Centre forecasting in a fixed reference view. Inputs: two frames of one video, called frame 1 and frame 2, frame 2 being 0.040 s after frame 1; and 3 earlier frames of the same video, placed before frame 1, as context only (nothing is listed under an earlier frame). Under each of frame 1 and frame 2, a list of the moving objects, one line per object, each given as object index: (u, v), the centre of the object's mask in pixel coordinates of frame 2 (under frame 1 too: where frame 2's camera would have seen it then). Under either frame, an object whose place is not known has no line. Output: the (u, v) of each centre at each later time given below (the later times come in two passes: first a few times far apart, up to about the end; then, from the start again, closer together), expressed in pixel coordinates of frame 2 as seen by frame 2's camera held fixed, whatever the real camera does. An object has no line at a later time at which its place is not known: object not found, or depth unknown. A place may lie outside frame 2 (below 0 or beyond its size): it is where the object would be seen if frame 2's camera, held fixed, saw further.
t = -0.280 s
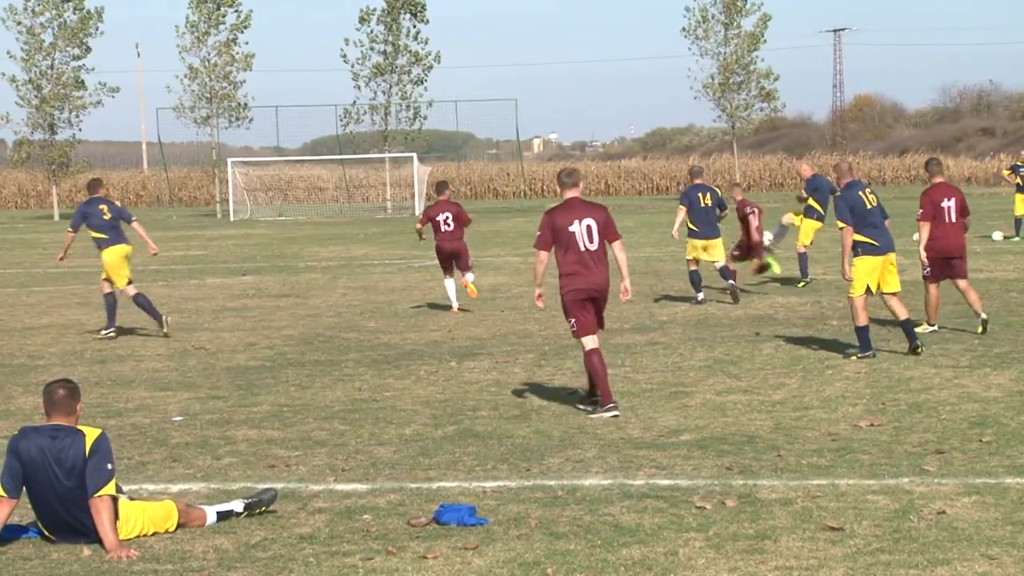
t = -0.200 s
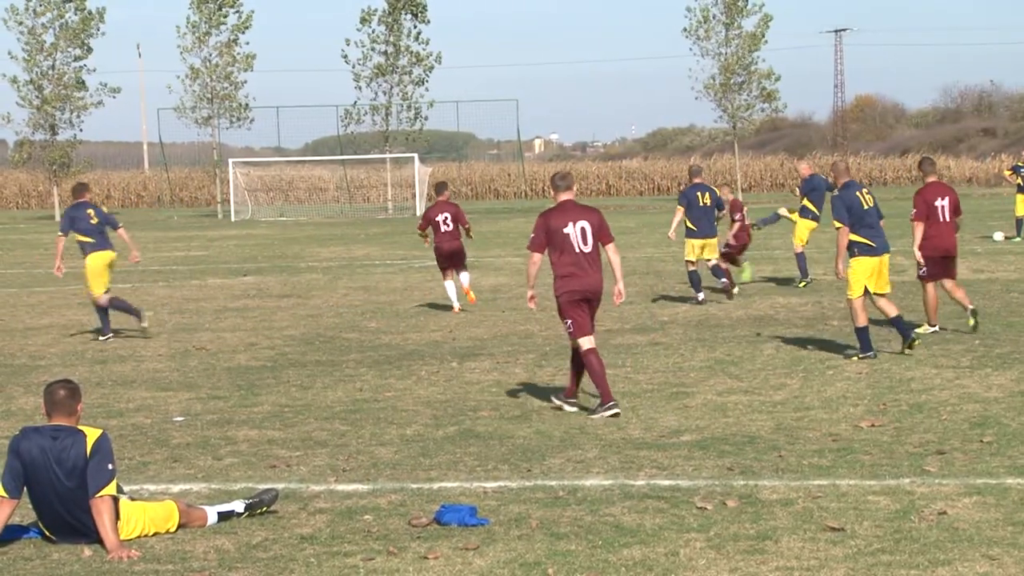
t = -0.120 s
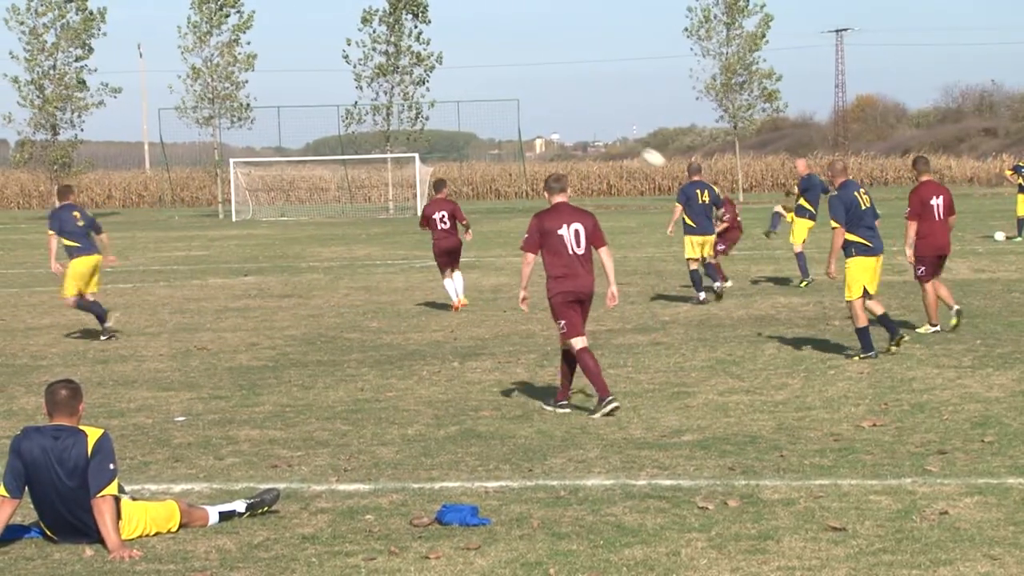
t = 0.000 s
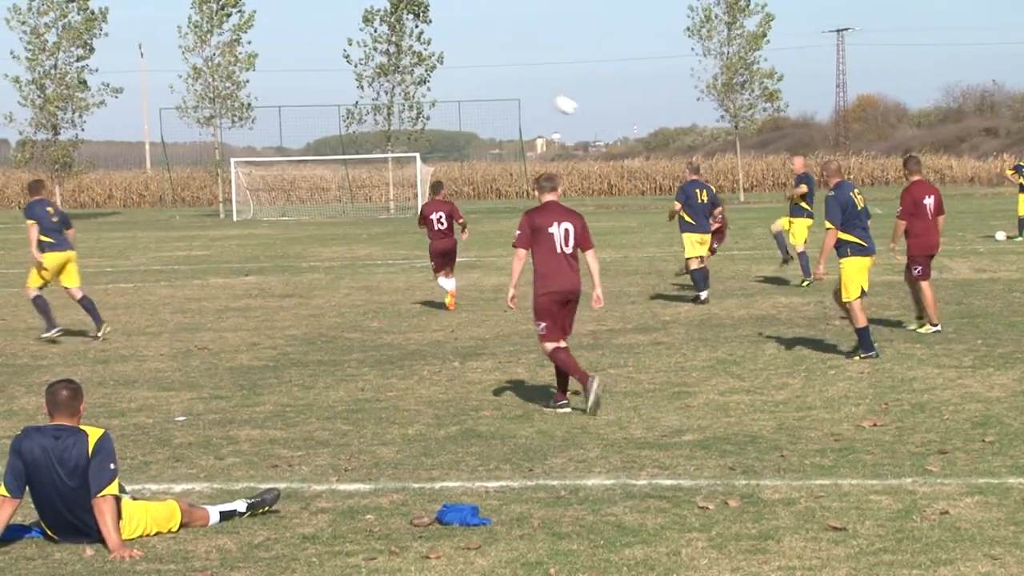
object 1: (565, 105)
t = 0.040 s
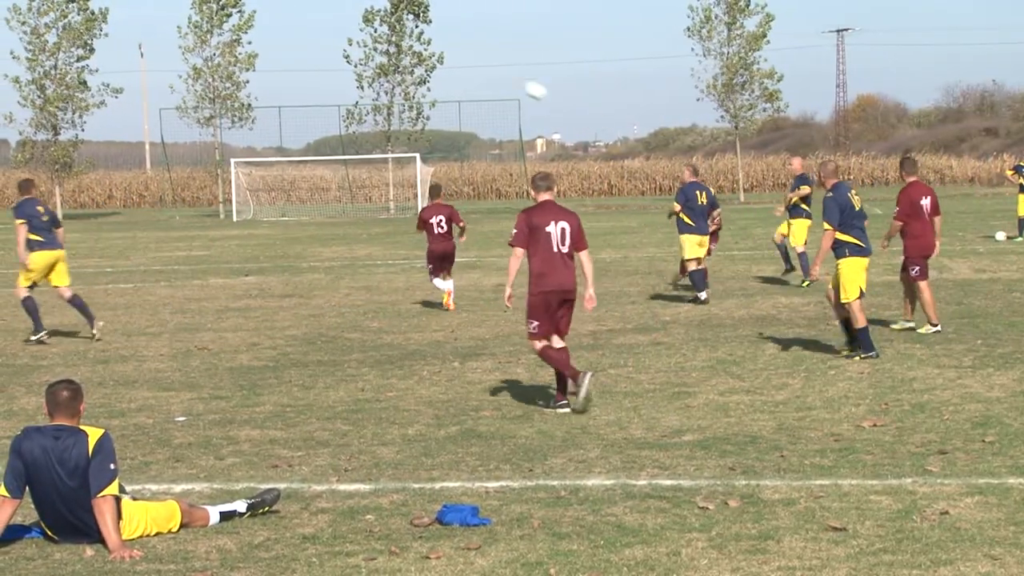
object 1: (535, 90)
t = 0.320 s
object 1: (325, 23)
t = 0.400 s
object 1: (263, 14)
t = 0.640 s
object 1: (74, 19)
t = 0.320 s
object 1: (325, 23)
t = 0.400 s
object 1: (263, 14)
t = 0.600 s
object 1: (106, 16)
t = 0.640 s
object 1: (74, 19)
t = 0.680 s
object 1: (41, 25)
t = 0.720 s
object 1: (7, 32)
